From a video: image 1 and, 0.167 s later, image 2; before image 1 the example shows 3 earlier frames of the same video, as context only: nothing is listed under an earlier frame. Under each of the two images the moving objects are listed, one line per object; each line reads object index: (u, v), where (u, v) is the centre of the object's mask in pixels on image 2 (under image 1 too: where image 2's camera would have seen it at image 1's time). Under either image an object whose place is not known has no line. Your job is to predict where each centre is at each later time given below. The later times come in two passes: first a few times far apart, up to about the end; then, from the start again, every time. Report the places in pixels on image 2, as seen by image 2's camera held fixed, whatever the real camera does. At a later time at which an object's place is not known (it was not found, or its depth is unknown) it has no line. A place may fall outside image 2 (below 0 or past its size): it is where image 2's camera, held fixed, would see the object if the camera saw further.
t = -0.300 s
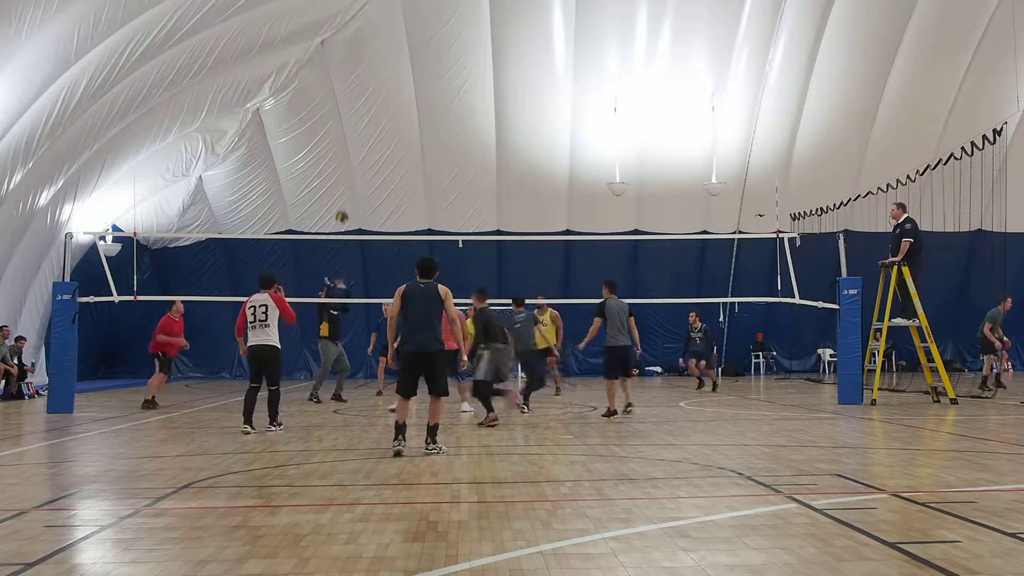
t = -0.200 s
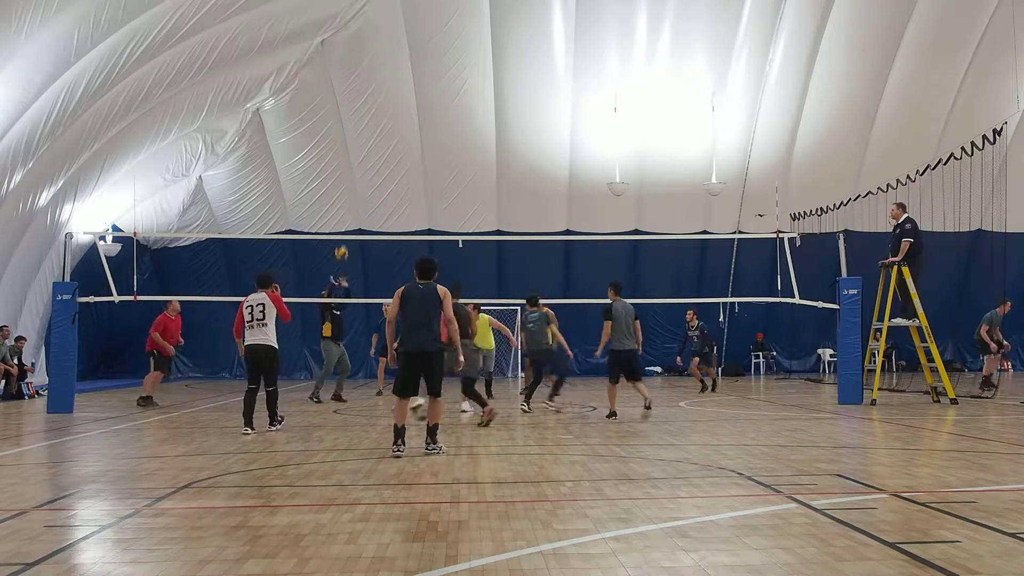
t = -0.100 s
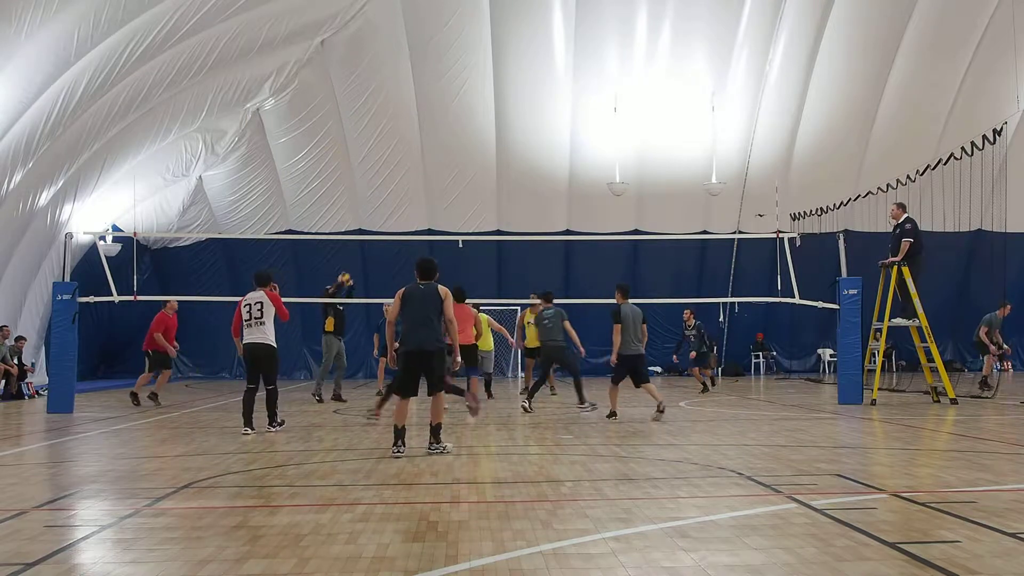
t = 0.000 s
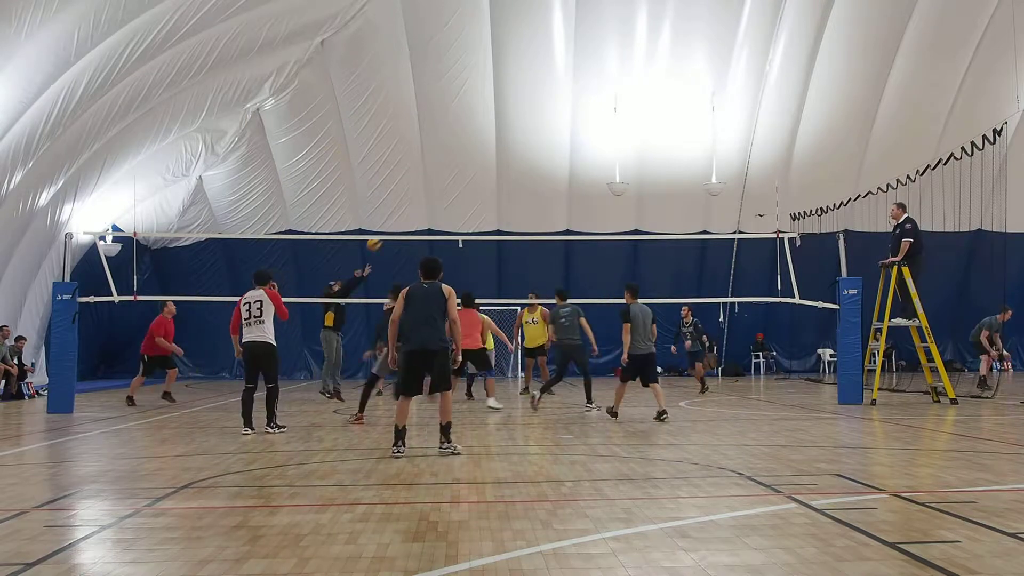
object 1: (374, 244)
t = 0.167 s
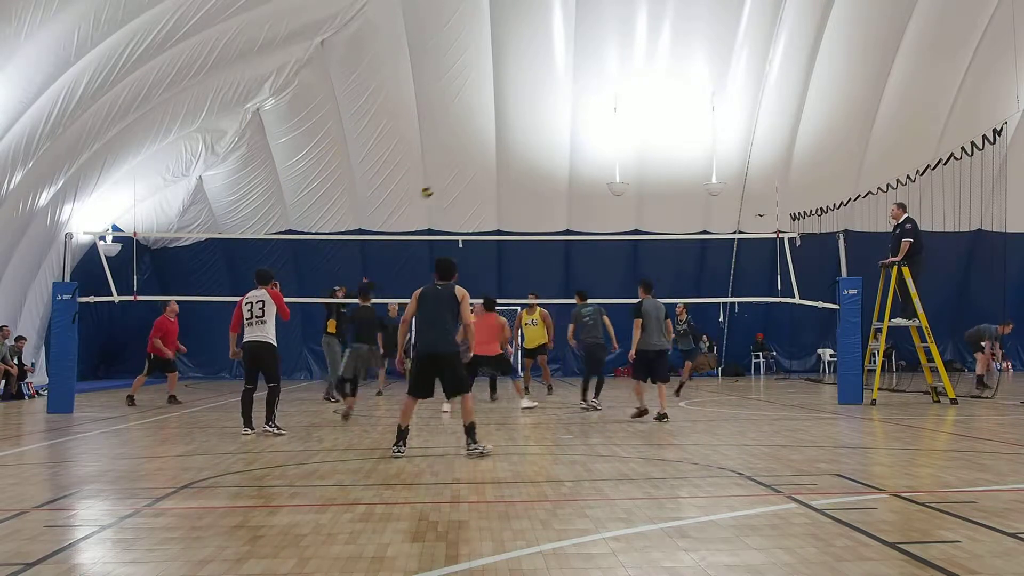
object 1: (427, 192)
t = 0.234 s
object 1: (447, 176)
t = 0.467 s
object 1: (517, 140)
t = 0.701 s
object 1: (585, 139)
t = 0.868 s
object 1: (634, 159)
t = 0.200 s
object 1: (437, 183)
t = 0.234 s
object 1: (447, 176)
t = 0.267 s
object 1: (457, 168)
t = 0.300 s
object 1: (467, 161)
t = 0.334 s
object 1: (477, 156)
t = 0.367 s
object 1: (488, 151)
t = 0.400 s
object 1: (497, 147)
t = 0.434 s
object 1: (507, 143)
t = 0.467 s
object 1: (517, 140)
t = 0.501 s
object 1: (526, 138)
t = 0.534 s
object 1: (536, 137)
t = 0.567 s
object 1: (546, 136)
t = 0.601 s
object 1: (556, 136)
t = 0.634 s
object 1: (566, 136)
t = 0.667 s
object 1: (575, 137)
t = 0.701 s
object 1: (585, 139)
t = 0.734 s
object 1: (595, 142)
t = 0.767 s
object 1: (605, 145)
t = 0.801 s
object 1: (614, 149)
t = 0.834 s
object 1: (624, 154)
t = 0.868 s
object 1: (634, 159)
